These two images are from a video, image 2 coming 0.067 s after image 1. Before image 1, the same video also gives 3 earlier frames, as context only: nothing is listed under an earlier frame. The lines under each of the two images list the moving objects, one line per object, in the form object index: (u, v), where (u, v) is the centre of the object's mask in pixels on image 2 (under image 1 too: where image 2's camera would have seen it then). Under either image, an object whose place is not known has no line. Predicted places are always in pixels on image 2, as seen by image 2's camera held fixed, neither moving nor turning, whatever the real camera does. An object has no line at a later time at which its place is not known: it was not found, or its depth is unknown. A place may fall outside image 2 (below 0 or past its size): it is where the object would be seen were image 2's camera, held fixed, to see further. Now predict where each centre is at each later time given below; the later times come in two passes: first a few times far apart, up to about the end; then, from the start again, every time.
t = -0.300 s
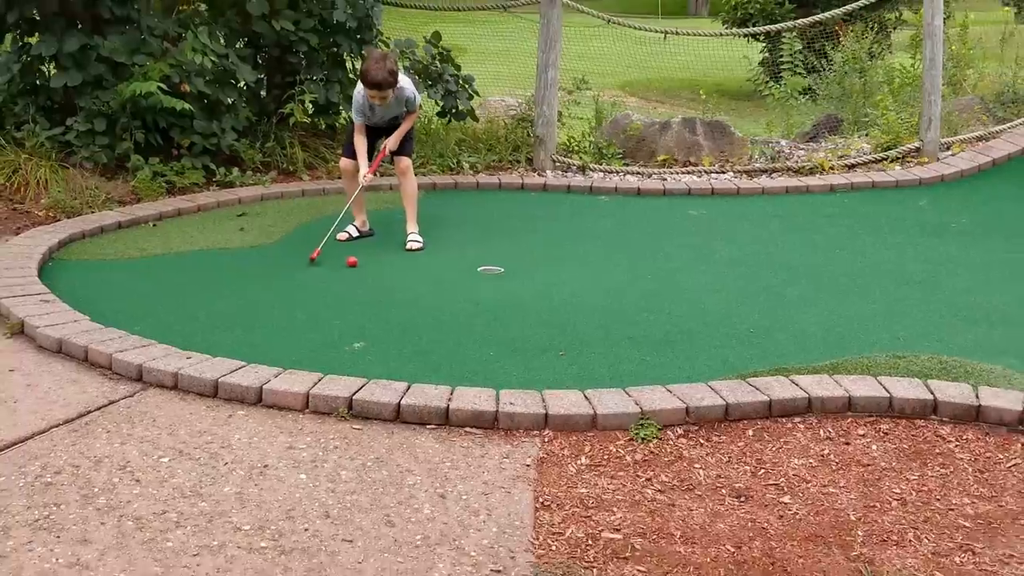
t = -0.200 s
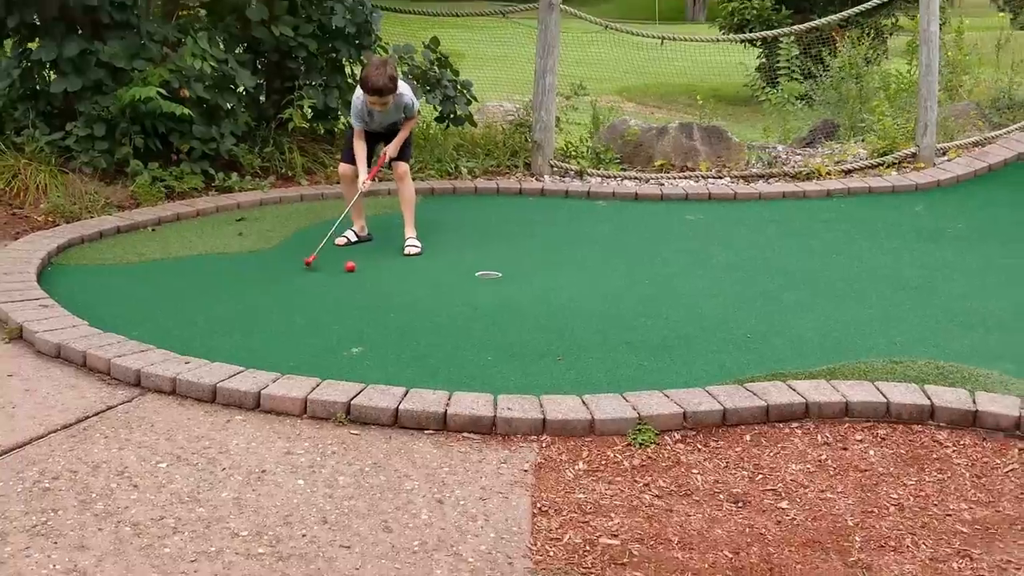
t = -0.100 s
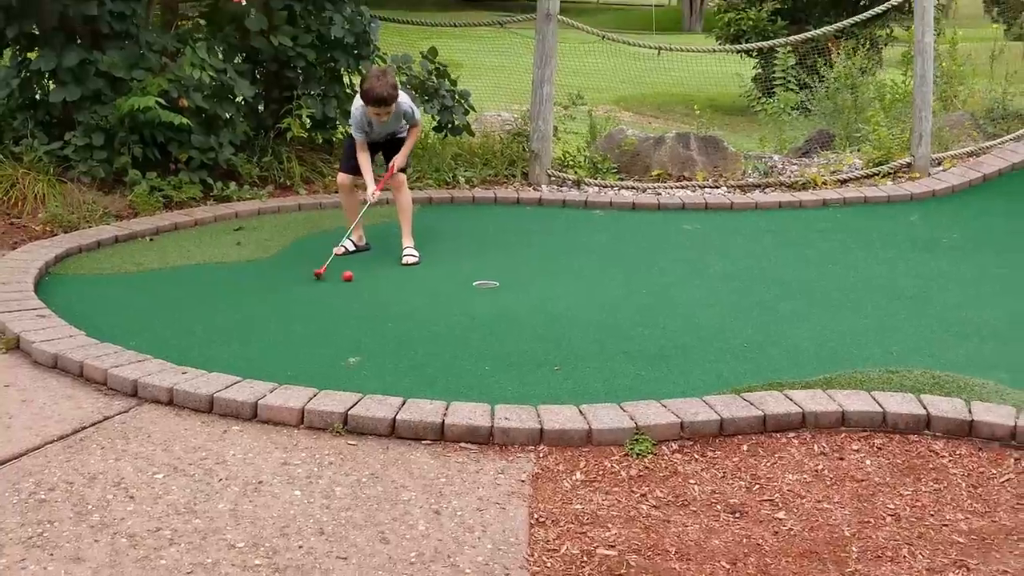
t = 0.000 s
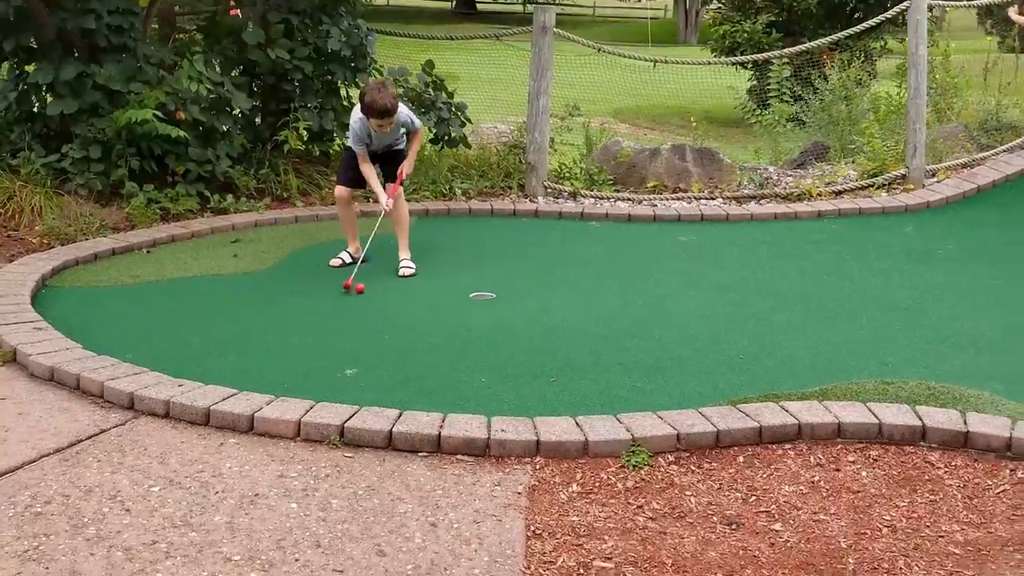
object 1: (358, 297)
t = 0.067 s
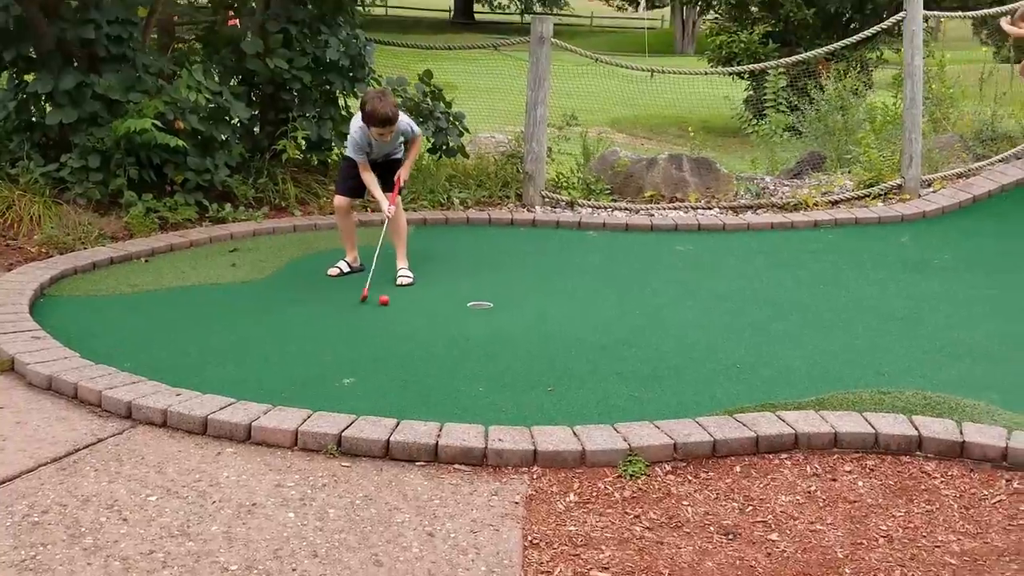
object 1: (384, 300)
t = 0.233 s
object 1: (444, 304)
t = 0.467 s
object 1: (524, 312)
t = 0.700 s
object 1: (601, 317)
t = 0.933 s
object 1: (674, 322)
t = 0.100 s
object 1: (396, 301)
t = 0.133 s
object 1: (408, 302)
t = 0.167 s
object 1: (420, 303)
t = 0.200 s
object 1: (432, 304)
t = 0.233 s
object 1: (444, 304)
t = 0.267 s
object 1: (456, 305)
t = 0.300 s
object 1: (466, 306)
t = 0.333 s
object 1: (478, 307)
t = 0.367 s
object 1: (490, 309)
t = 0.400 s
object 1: (501, 310)
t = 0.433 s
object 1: (513, 311)
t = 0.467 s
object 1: (524, 312)
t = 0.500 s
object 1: (536, 313)
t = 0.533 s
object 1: (547, 313)
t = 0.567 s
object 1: (559, 314)
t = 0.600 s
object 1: (569, 315)
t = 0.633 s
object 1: (580, 316)
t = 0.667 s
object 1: (591, 316)
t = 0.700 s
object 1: (601, 317)
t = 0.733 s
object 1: (612, 318)
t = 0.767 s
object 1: (622, 318)
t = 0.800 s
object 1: (633, 319)
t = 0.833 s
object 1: (643, 320)
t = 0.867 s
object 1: (654, 321)
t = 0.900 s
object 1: (664, 321)
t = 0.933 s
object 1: (674, 322)
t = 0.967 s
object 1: (684, 323)
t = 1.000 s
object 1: (694, 324)
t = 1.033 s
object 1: (703, 324)
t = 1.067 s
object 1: (712, 325)
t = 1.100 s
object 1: (722, 325)
